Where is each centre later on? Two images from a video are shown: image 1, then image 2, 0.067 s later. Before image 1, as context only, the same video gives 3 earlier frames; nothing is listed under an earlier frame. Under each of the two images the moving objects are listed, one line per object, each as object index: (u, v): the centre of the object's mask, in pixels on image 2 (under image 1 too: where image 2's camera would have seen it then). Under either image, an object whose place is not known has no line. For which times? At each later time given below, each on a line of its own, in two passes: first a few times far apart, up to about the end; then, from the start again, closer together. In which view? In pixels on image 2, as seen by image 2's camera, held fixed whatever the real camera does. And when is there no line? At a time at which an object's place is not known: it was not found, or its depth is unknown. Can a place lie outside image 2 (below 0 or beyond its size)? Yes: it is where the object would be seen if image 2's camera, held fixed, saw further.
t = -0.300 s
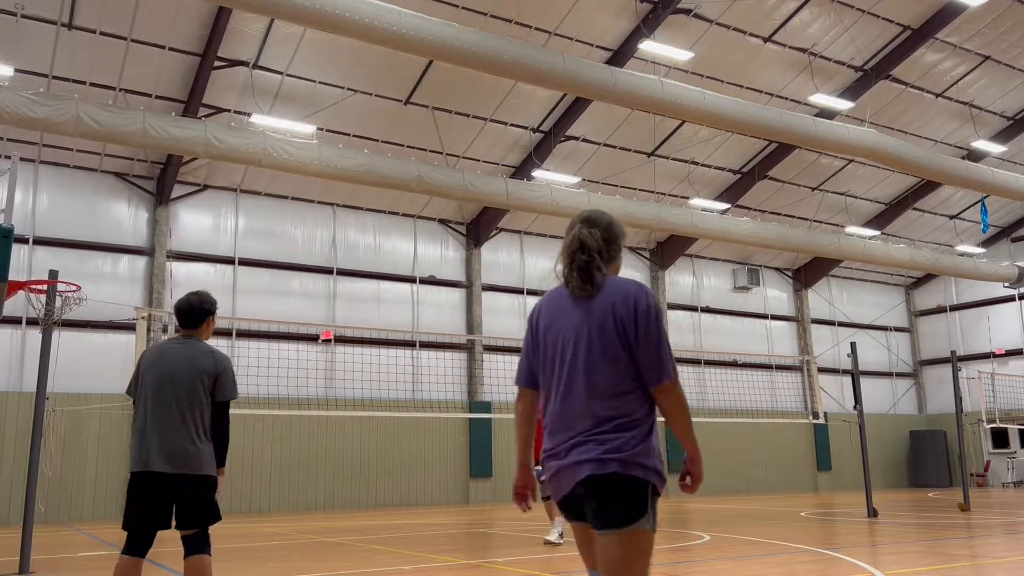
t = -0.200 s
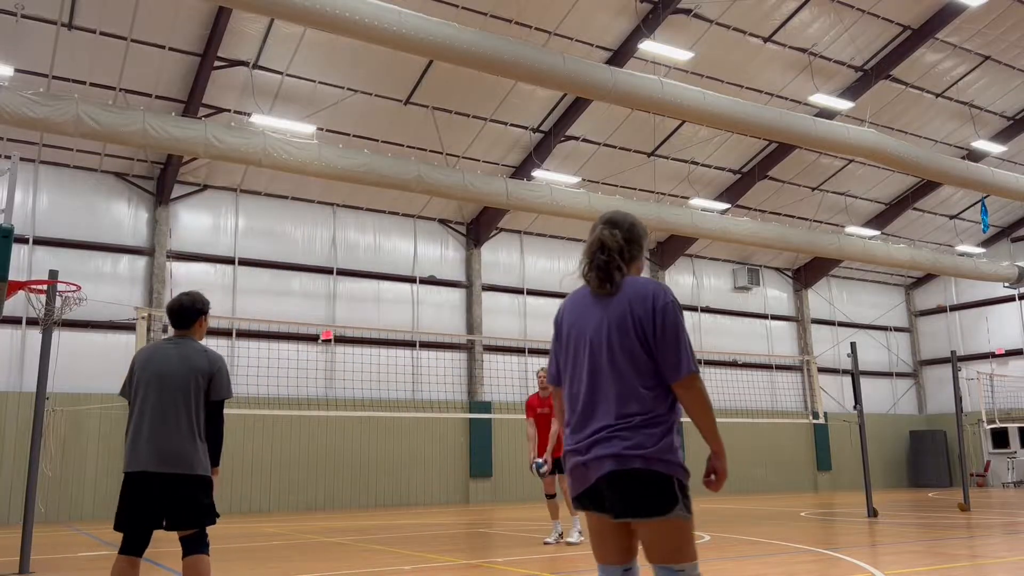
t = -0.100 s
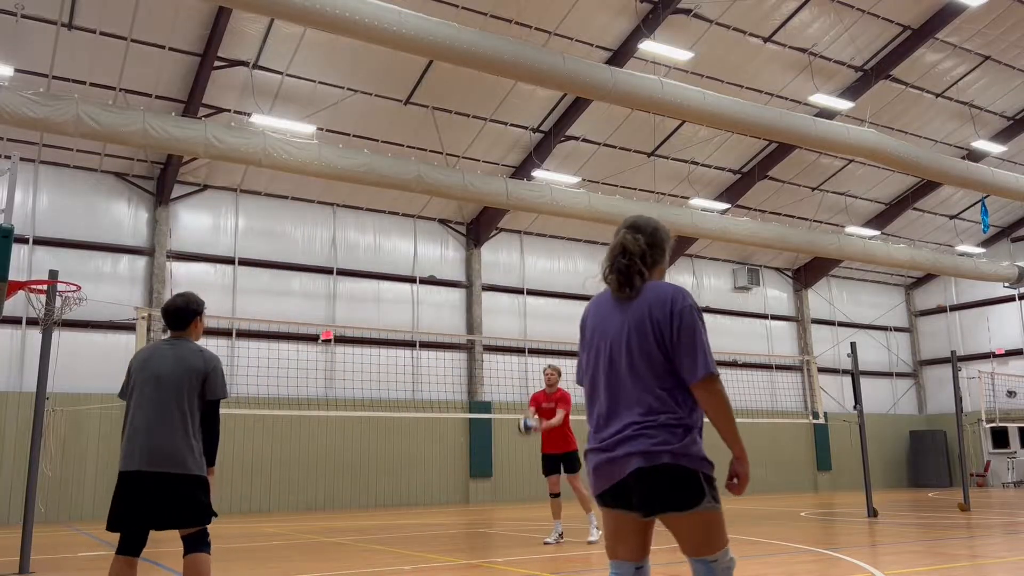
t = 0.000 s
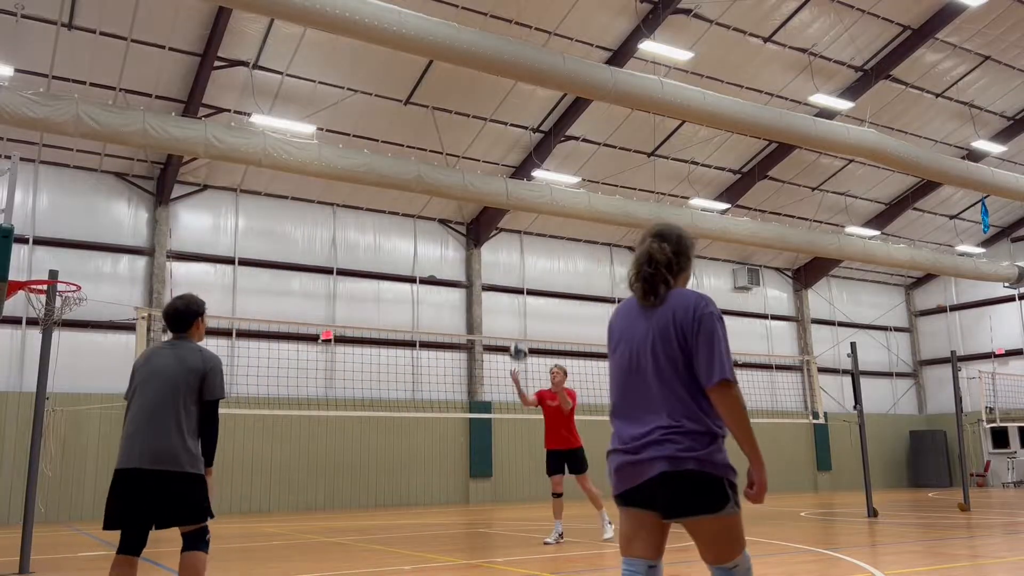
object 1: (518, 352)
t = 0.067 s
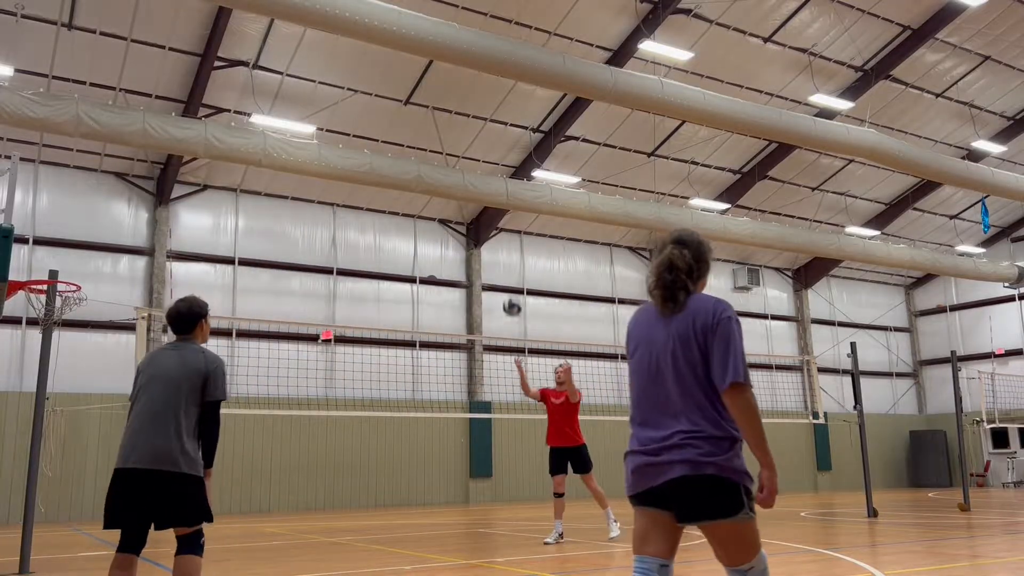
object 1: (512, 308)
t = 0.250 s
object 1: (497, 202)
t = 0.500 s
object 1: (476, 100)
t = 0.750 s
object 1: (454, 53)
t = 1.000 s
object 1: (429, 68)
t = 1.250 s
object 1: (401, 164)
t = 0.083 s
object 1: (511, 295)
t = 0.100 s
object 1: (509, 287)
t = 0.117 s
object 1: (508, 276)
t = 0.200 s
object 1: (501, 228)
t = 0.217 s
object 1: (499, 219)
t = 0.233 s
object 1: (499, 210)
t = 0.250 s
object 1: (497, 202)
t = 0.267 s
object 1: (495, 193)
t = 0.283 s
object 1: (494, 185)
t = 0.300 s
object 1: (493, 178)
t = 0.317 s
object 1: (491, 169)
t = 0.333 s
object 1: (489, 162)
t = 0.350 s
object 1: (488, 155)
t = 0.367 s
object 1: (487, 148)
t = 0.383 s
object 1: (485, 141)
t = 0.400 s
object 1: (484, 135)
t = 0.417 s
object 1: (484, 129)
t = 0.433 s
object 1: (481, 122)
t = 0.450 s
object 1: (480, 117)
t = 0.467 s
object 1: (479, 111)
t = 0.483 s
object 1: (478, 105)
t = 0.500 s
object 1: (476, 100)
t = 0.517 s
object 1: (475, 95)
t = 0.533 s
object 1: (473, 91)
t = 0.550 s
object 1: (472, 86)
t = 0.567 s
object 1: (470, 82)
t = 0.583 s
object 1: (469, 78)
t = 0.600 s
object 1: (467, 75)
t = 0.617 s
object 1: (466, 72)
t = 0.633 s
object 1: (465, 68)
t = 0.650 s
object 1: (463, 65)
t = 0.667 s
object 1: (462, 63)
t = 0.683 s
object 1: (460, 60)
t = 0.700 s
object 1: (459, 58)
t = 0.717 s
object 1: (457, 56)
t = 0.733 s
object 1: (456, 54)
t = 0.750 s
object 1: (454, 53)
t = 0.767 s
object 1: (453, 52)
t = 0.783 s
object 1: (451, 51)
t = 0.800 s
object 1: (449, 51)
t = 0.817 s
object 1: (448, 50)
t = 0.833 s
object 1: (446, 50)
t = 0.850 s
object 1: (444, 50)
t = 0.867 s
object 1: (443, 51)
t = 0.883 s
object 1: (441, 53)
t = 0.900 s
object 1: (439, 54)
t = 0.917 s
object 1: (438, 56)
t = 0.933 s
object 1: (436, 57)
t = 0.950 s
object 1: (434, 59)
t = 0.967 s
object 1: (432, 62)
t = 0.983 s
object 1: (430, 65)
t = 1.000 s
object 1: (429, 68)
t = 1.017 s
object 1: (427, 72)
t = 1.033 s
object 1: (425, 75)
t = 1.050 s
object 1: (423, 80)
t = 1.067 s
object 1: (421, 84)
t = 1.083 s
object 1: (419, 90)
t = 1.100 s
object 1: (417, 96)
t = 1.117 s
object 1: (416, 101)
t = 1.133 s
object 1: (414, 108)
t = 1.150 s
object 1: (412, 114)
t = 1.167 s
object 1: (410, 121)
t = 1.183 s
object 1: (408, 130)
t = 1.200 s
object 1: (406, 137)
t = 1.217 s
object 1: (405, 146)
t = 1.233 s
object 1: (403, 154)
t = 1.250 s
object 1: (401, 164)
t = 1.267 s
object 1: (398, 174)
